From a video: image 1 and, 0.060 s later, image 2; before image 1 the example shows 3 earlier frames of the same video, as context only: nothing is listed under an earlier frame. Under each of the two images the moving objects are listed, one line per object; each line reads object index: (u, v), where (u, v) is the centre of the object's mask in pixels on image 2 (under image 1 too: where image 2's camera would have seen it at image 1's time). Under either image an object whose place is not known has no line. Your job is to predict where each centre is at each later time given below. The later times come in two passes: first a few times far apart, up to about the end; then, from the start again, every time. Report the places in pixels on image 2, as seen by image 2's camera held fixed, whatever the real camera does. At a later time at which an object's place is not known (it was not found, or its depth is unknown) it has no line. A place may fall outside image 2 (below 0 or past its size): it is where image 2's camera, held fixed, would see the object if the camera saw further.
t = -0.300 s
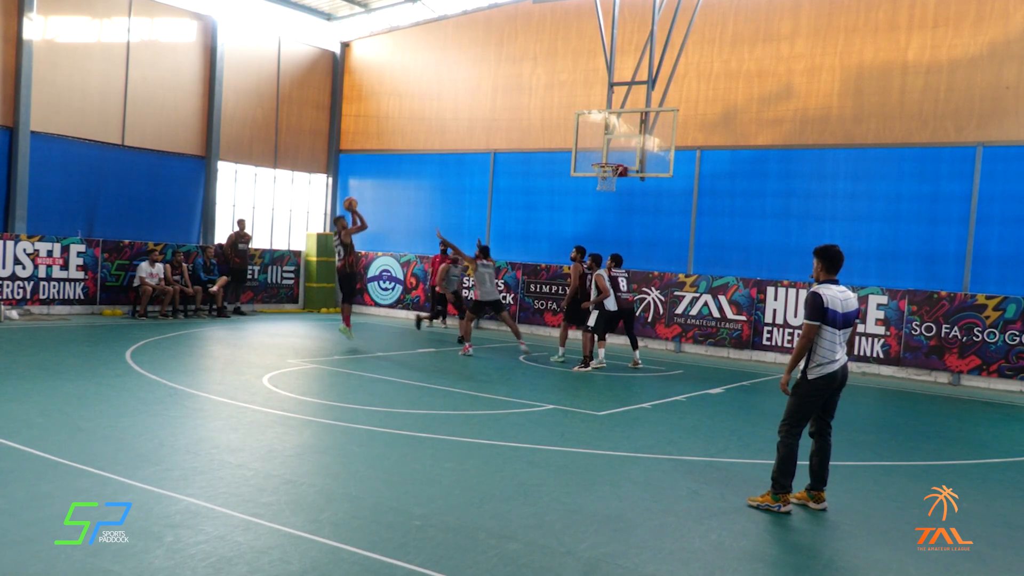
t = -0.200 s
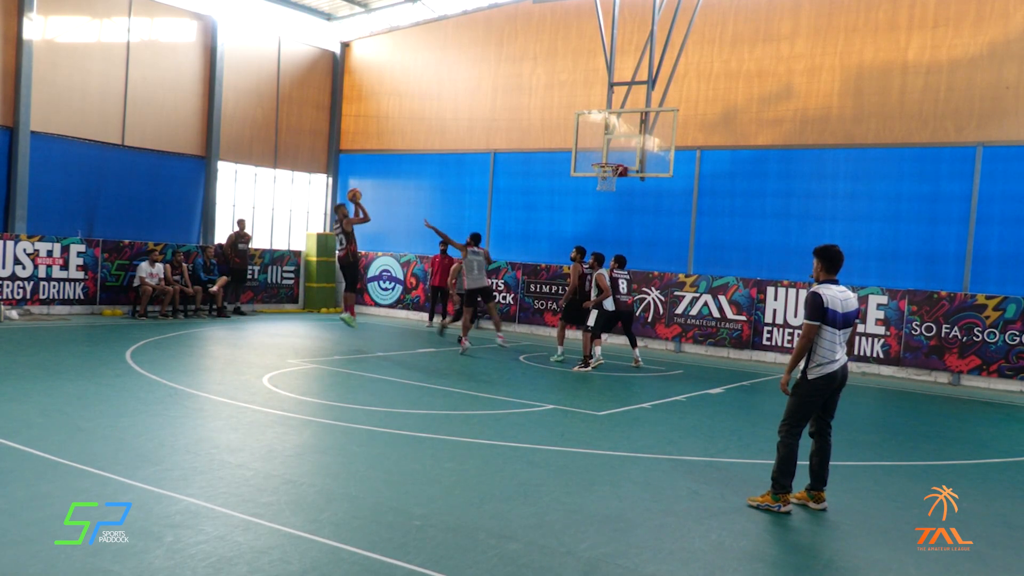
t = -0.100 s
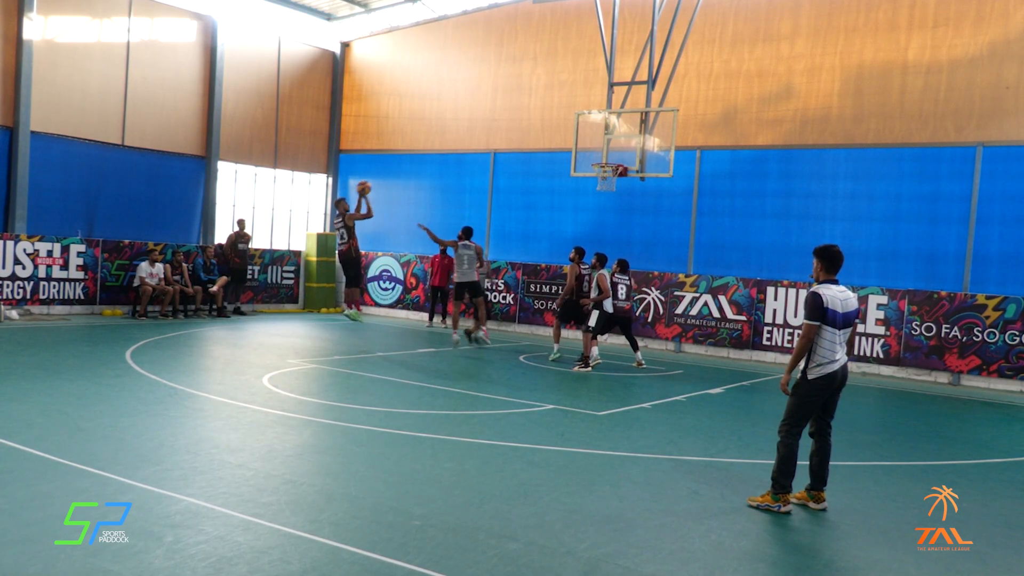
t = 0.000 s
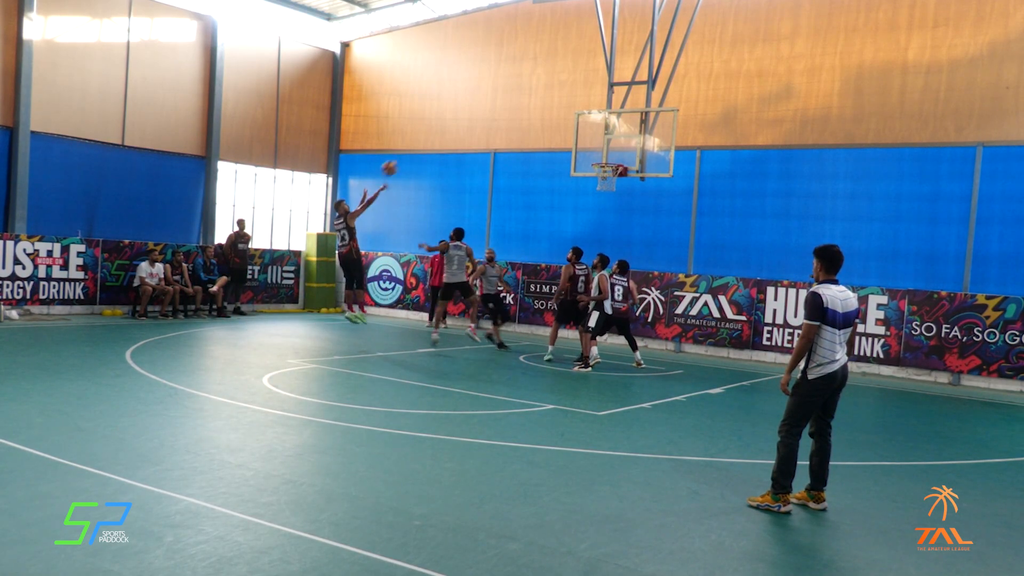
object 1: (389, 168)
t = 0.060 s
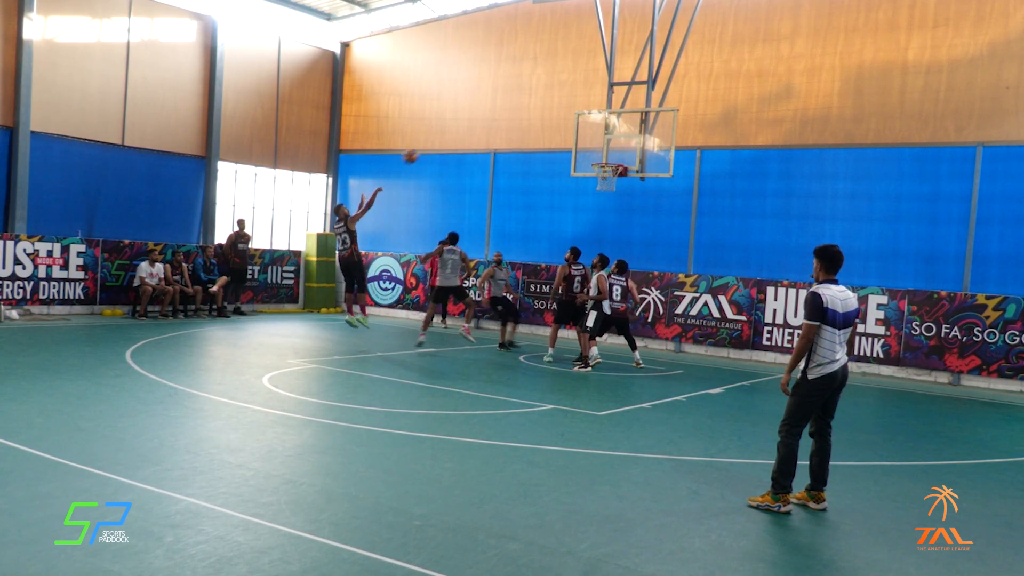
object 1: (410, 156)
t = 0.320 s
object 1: (498, 131)
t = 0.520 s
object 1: (561, 140)
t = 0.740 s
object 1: (601, 155)
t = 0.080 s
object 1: (417, 153)
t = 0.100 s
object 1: (424, 150)
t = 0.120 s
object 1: (431, 147)
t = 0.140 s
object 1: (437, 144)
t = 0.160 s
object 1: (444, 142)
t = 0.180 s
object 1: (451, 140)
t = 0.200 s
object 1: (458, 138)
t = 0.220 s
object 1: (464, 136)
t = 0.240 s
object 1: (471, 134)
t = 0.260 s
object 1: (478, 133)
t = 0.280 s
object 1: (484, 132)
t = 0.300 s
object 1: (491, 132)
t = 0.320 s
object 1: (498, 131)
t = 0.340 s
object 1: (504, 131)
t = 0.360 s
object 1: (511, 131)
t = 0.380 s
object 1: (517, 131)
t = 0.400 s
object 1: (524, 132)
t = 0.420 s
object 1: (530, 133)
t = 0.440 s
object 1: (536, 134)
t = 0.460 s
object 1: (543, 135)
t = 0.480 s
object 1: (549, 136)
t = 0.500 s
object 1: (556, 138)
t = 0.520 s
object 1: (561, 140)
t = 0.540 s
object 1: (567, 142)
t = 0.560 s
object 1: (574, 145)
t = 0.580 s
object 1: (581, 147)
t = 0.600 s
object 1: (587, 151)
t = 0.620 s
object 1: (593, 154)
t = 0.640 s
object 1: (599, 157)
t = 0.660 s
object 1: (604, 159)
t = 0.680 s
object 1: (605, 160)
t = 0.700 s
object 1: (604, 159)
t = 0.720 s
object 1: (602, 157)
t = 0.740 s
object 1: (601, 155)
